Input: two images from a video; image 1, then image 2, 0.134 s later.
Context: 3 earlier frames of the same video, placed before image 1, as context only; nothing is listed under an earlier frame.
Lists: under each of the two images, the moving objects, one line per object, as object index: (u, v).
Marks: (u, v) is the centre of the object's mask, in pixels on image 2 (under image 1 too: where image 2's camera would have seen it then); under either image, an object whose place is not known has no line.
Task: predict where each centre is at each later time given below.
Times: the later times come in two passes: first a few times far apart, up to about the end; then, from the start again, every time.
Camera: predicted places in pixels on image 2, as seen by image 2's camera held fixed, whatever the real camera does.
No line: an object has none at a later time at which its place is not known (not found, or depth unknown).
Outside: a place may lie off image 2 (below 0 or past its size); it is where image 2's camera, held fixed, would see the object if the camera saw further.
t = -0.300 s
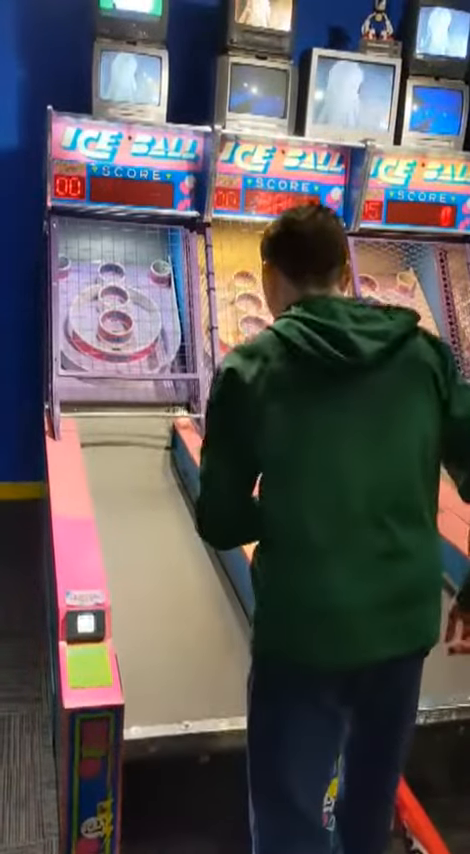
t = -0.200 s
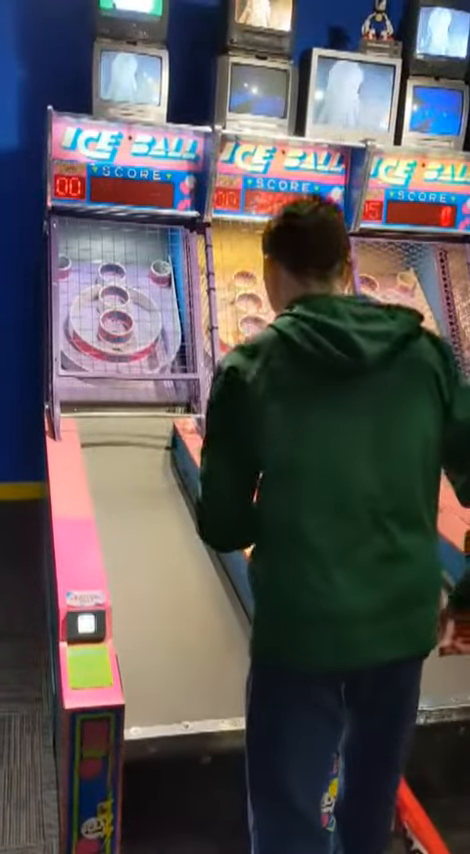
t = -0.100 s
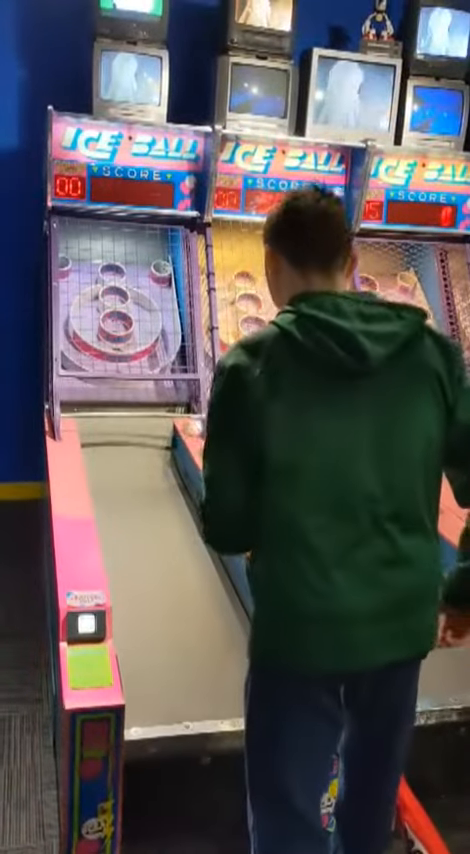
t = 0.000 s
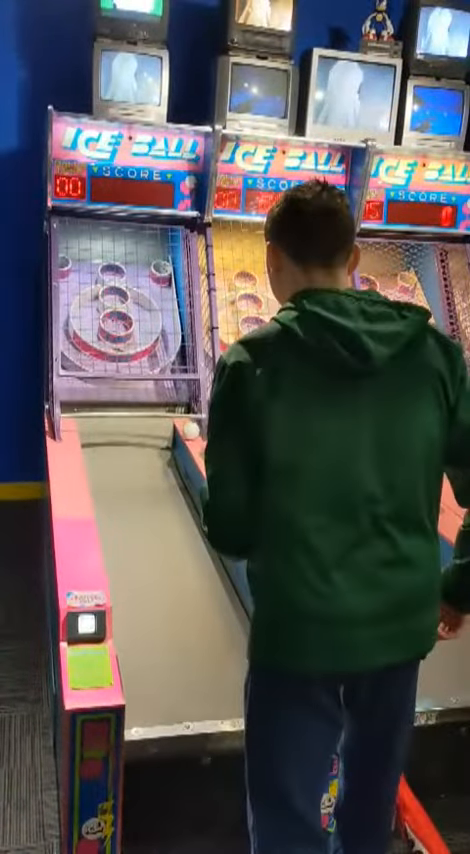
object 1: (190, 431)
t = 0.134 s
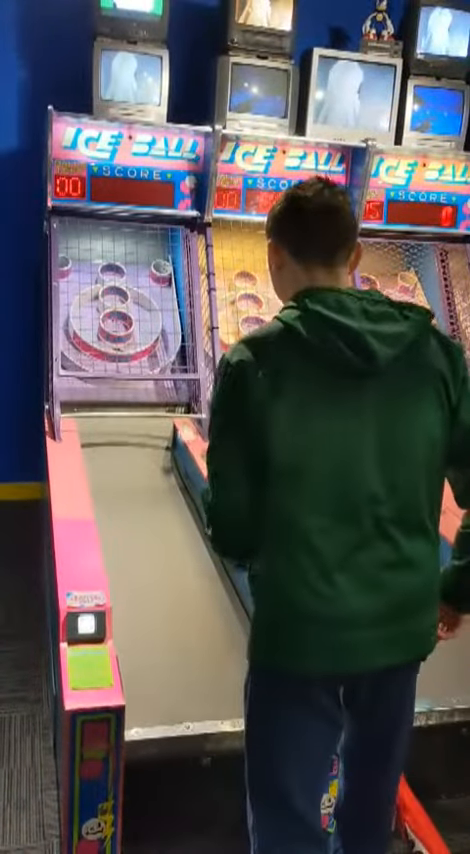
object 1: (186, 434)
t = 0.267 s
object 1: (178, 456)
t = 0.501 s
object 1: (163, 496)
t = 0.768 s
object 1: (150, 520)
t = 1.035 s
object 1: (137, 551)
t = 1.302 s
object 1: (125, 596)
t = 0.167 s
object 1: (182, 438)
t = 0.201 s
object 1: (180, 442)
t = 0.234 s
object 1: (179, 448)
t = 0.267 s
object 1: (178, 456)
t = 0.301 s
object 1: (174, 471)
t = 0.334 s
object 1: (172, 483)
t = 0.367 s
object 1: (170, 486)
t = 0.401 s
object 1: (168, 487)
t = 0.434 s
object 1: (167, 490)
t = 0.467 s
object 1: (164, 494)
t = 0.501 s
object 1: (163, 496)
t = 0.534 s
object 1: (161, 499)
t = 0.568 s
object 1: (159, 501)
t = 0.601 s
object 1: (157, 504)
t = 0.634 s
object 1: (156, 507)
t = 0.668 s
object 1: (154, 510)
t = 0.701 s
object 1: (153, 513)
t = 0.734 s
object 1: (151, 517)
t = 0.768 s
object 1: (150, 520)
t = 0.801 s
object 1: (148, 523)
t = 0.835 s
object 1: (146, 527)
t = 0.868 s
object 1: (145, 531)
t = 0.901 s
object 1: (143, 535)
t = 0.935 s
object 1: (141, 539)
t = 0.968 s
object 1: (140, 543)
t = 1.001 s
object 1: (138, 547)
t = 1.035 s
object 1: (137, 551)
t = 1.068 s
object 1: (135, 556)
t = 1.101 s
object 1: (134, 561)
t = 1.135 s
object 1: (132, 567)
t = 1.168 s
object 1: (130, 572)
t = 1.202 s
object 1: (130, 578)
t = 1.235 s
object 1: (128, 583)
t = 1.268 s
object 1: (126, 590)
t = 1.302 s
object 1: (125, 596)
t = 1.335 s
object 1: (124, 602)
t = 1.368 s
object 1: (123, 609)
